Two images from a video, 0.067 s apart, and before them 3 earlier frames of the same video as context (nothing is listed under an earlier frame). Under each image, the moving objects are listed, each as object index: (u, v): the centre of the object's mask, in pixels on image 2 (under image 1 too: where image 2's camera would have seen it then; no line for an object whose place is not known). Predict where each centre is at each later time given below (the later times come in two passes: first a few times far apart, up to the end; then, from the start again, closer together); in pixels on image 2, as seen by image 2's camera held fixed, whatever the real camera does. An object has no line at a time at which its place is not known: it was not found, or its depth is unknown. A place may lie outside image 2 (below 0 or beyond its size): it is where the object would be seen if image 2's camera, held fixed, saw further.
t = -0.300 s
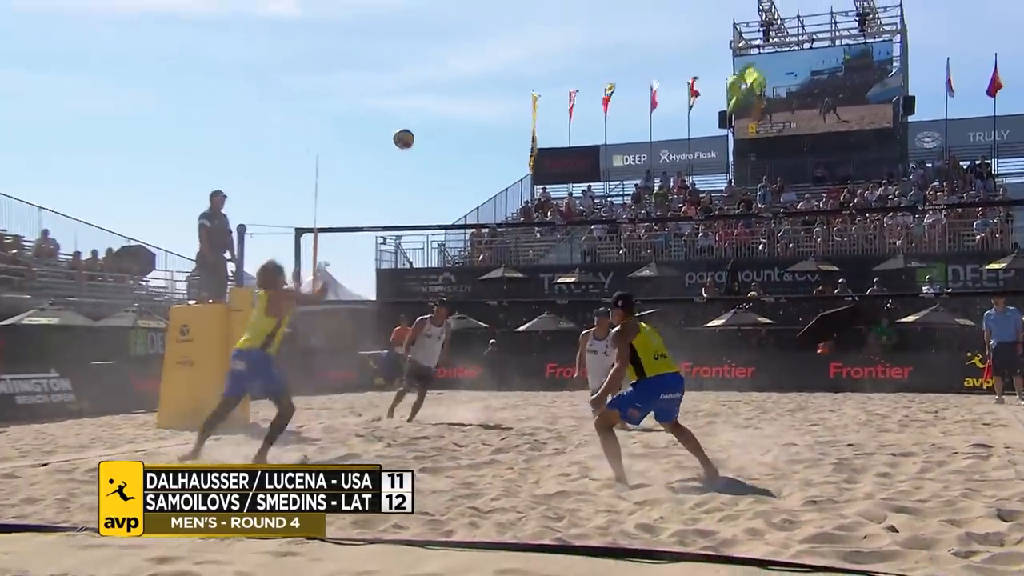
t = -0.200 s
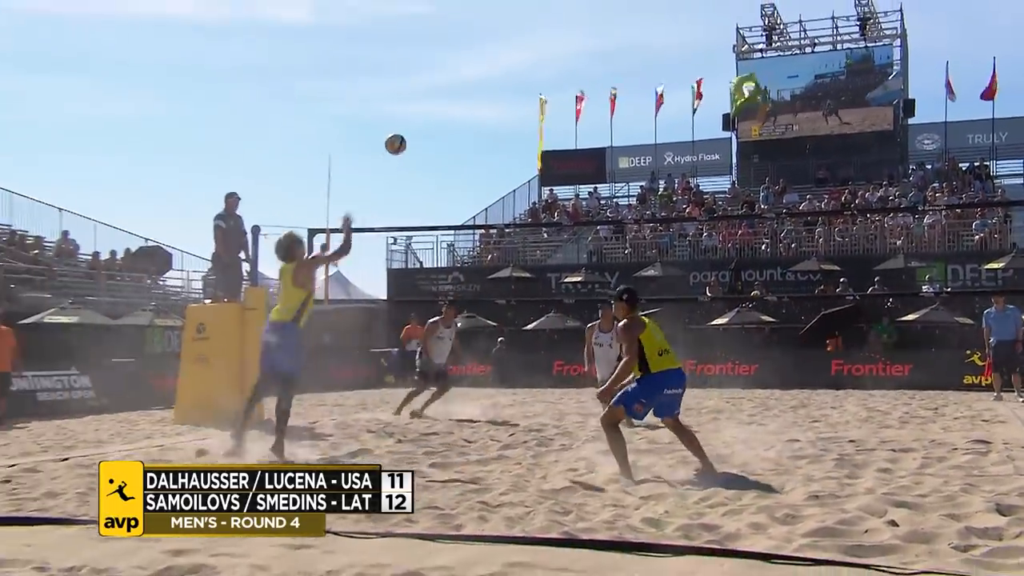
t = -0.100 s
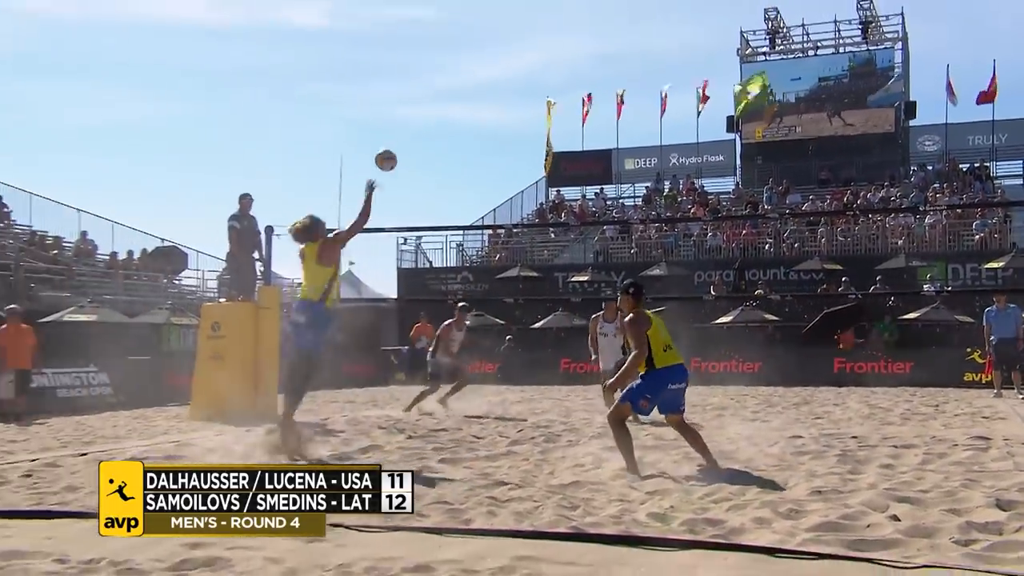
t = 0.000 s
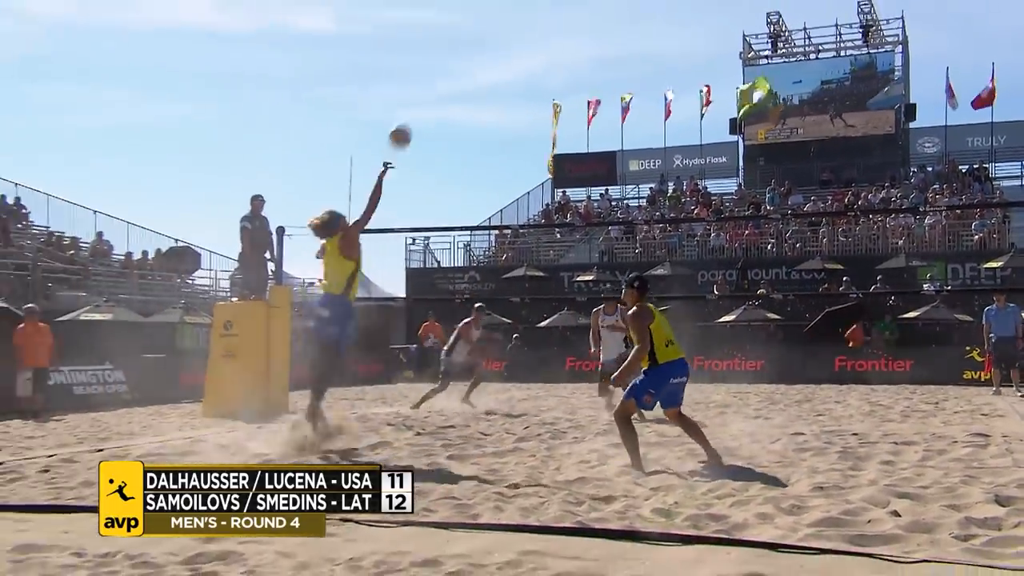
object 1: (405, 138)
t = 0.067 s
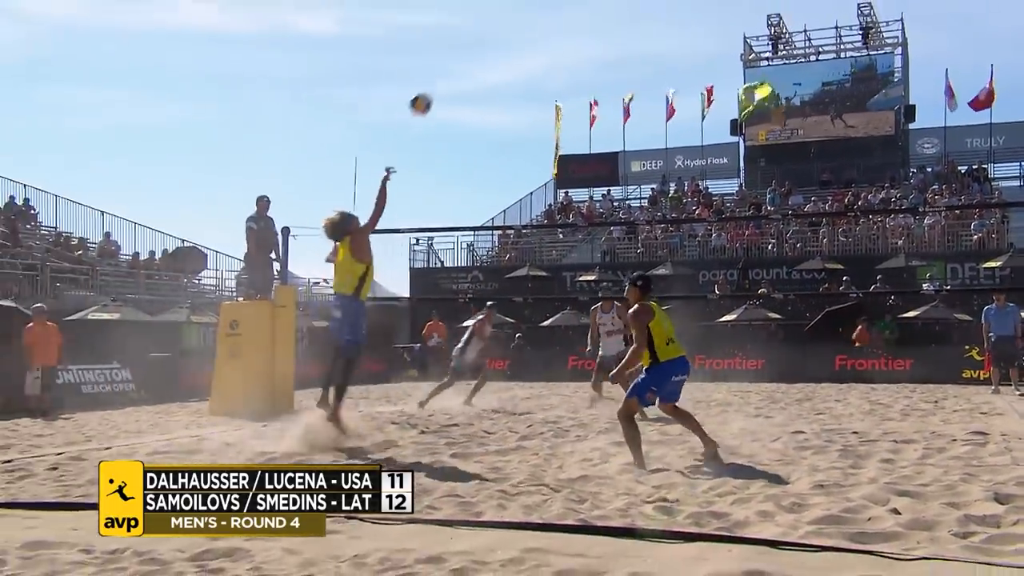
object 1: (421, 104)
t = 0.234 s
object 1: (461, 41)
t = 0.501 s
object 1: (521, 6)
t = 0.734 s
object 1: (574, 28)
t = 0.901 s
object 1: (610, 77)
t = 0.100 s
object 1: (429, 89)
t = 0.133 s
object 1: (437, 75)
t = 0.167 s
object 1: (445, 62)
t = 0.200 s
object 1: (453, 51)
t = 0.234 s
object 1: (461, 41)
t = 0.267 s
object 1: (468, 32)
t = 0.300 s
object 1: (476, 24)
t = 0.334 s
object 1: (484, 18)
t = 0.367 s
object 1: (491, 13)
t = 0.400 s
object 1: (499, 9)
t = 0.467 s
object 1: (514, 6)
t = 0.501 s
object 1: (521, 6)
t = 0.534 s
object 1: (528, 6)
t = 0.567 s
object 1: (536, 6)
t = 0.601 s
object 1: (543, 8)
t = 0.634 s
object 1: (551, 11)
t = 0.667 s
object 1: (558, 16)
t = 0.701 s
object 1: (566, 21)
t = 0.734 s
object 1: (574, 28)
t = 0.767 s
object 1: (581, 36)
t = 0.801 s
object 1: (588, 45)
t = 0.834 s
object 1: (595, 55)
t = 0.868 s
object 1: (603, 66)
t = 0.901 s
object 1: (610, 77)
